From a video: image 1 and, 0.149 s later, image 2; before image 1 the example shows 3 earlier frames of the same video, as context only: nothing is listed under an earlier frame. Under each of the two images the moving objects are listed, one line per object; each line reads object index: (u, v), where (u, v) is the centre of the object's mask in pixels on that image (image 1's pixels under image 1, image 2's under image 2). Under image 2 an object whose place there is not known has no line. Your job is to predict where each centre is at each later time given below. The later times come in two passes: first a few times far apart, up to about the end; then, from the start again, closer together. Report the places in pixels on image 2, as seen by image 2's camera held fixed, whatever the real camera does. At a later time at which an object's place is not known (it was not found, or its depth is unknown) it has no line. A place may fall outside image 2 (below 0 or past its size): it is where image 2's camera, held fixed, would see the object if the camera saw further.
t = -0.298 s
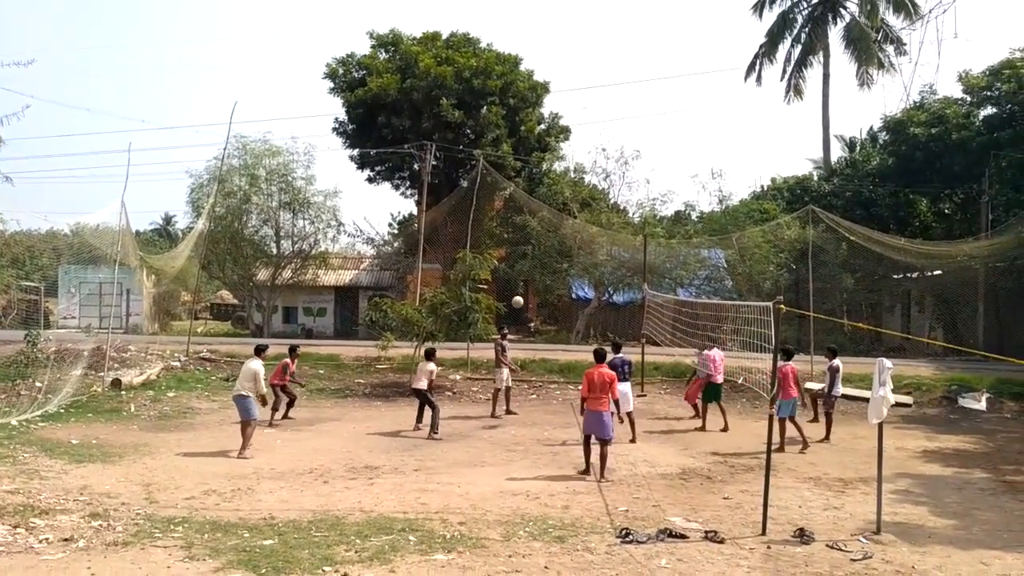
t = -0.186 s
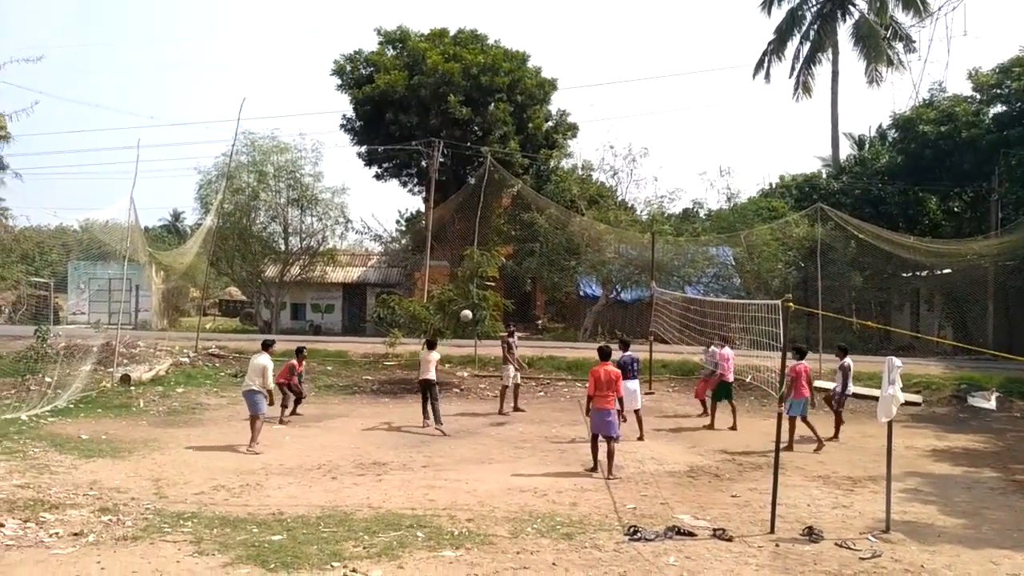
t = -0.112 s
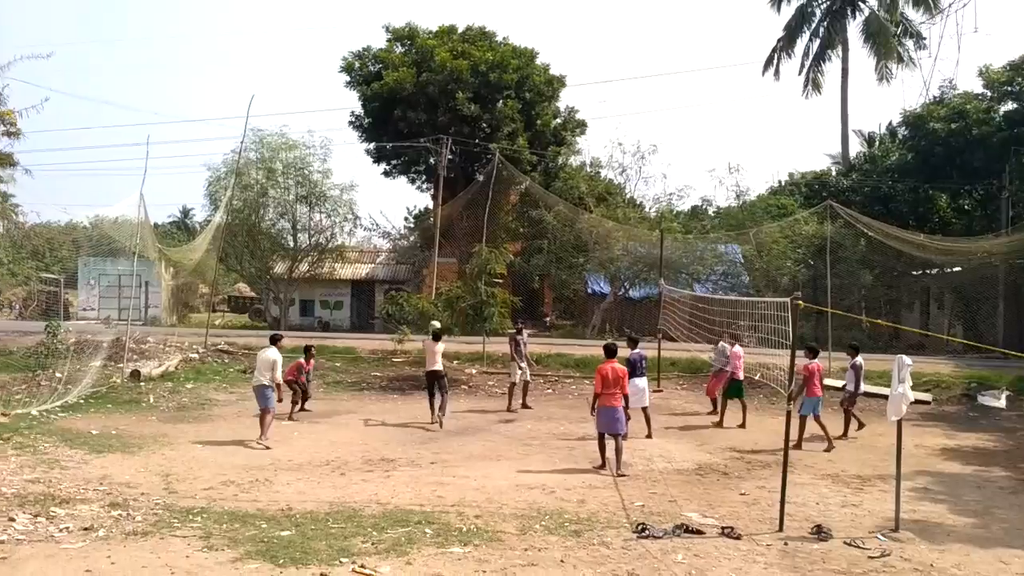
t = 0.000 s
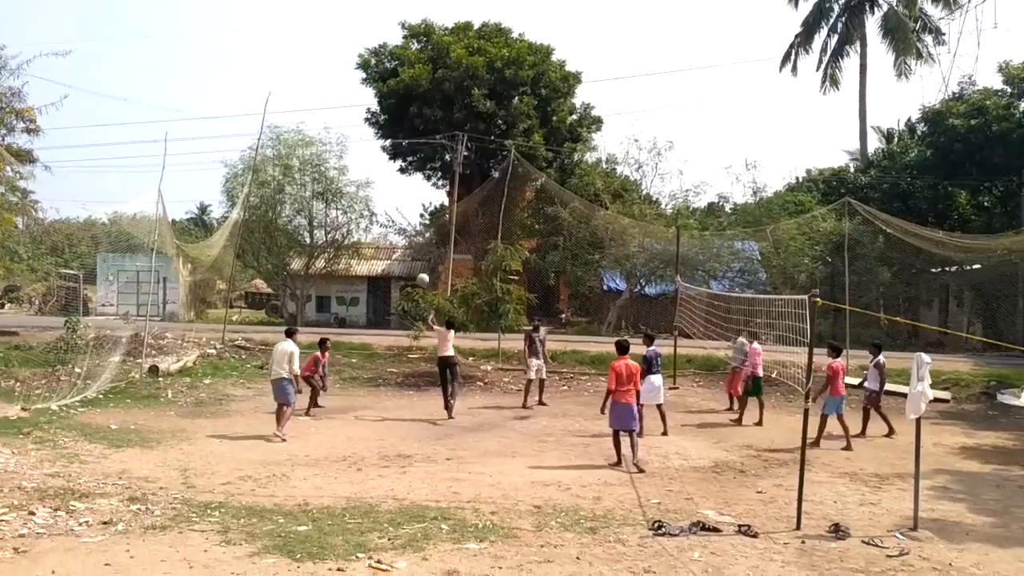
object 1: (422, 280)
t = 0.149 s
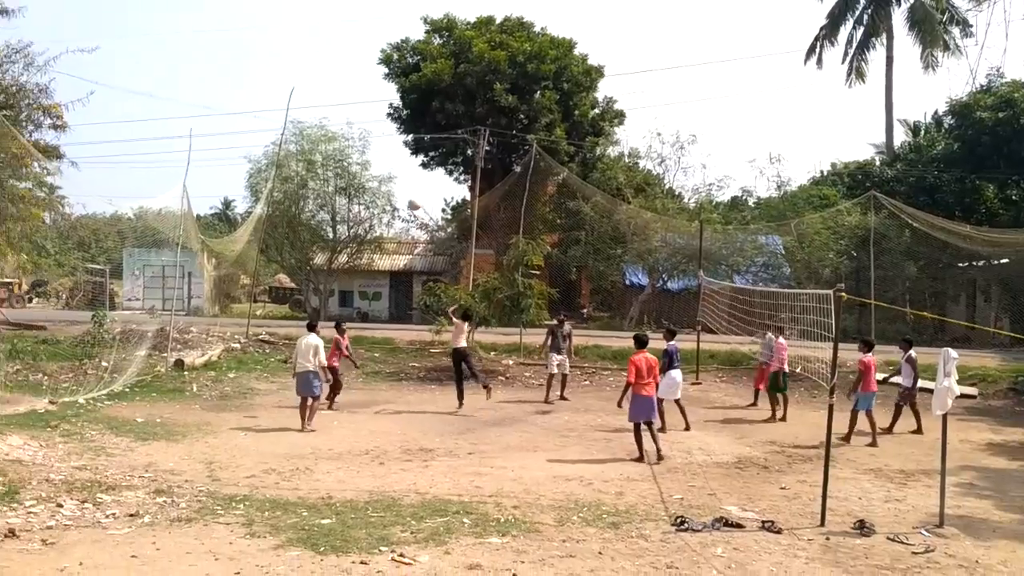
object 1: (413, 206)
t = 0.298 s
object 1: (380, 145)
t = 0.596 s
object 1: (302, 57)
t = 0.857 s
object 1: (221, 22)
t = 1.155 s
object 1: (118, 45)
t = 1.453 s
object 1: (6, 147)
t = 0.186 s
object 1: (404, 189)
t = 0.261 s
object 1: (388, 160)
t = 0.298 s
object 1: (380, 145)
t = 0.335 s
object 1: (370, 131)
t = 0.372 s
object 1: (361, 119)
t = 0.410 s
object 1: (352, 106)
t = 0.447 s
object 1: (342, 95)
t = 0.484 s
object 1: (333, 84)
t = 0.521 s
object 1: (323, 74)
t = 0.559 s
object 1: (312, 65)
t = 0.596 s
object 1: (302, 57)
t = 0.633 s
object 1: (291, 49)
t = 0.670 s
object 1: (281, 42)
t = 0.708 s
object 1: (269, 37)
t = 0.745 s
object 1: (258, 32)
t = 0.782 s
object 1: (246, 28)
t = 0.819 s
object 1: (234, 24)
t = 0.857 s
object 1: (221, 22)
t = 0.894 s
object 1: (209, 21)
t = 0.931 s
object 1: (196, 22)
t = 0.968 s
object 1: (185, 23)
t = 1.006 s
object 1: (172, 25)
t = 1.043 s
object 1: (158, 28)
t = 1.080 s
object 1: (144, 33)
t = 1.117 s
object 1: (131, 38)
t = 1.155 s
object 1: (118, 45)
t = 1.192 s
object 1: (104, 53)
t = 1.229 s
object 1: (90, 63)
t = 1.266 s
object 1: (77, 74)
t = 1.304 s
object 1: (62, 86)
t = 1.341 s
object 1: (49, 99)
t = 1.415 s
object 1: (20, 130)
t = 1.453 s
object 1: (6, 147)
